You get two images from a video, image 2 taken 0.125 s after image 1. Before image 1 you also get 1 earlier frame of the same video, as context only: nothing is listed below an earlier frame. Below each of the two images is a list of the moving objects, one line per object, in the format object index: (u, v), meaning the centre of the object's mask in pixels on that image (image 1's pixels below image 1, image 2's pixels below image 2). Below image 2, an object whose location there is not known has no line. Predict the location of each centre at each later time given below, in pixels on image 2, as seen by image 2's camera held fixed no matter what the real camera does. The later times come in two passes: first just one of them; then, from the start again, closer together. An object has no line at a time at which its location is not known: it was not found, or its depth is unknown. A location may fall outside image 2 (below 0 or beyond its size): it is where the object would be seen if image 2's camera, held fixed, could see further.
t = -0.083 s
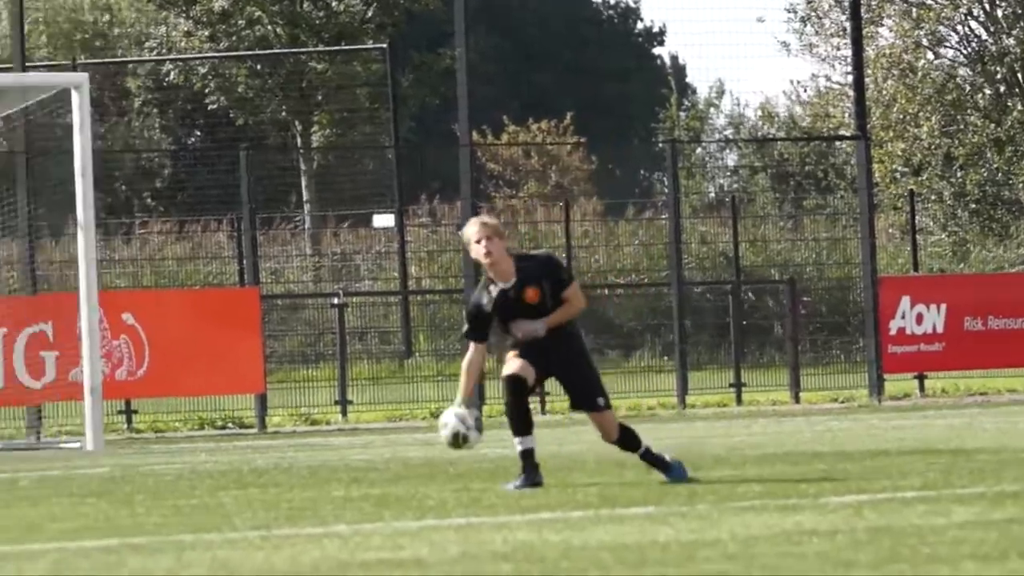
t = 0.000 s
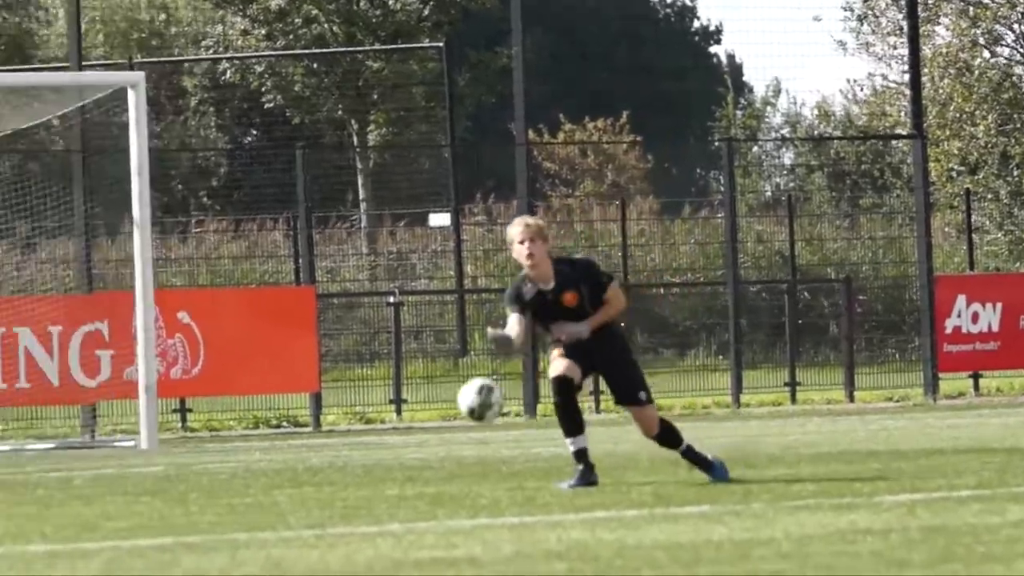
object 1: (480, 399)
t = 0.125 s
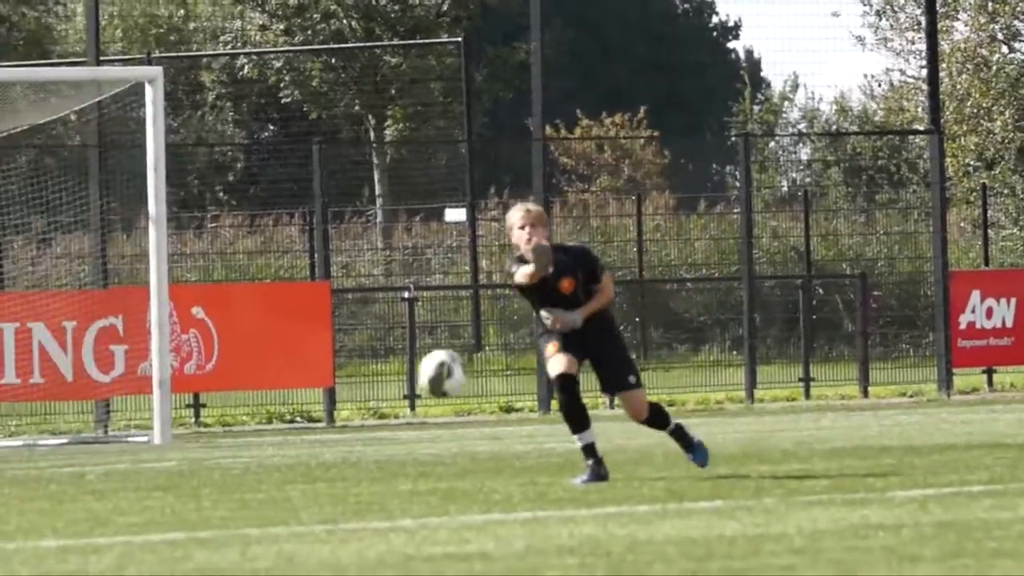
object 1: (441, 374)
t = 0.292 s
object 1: (362, 402)
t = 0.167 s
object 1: (420, 374)
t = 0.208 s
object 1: (403, 378)
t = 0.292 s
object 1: (362, 402)
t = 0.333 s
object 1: (341, 421)
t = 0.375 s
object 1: (318, 445)
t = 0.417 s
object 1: (297, 474)
